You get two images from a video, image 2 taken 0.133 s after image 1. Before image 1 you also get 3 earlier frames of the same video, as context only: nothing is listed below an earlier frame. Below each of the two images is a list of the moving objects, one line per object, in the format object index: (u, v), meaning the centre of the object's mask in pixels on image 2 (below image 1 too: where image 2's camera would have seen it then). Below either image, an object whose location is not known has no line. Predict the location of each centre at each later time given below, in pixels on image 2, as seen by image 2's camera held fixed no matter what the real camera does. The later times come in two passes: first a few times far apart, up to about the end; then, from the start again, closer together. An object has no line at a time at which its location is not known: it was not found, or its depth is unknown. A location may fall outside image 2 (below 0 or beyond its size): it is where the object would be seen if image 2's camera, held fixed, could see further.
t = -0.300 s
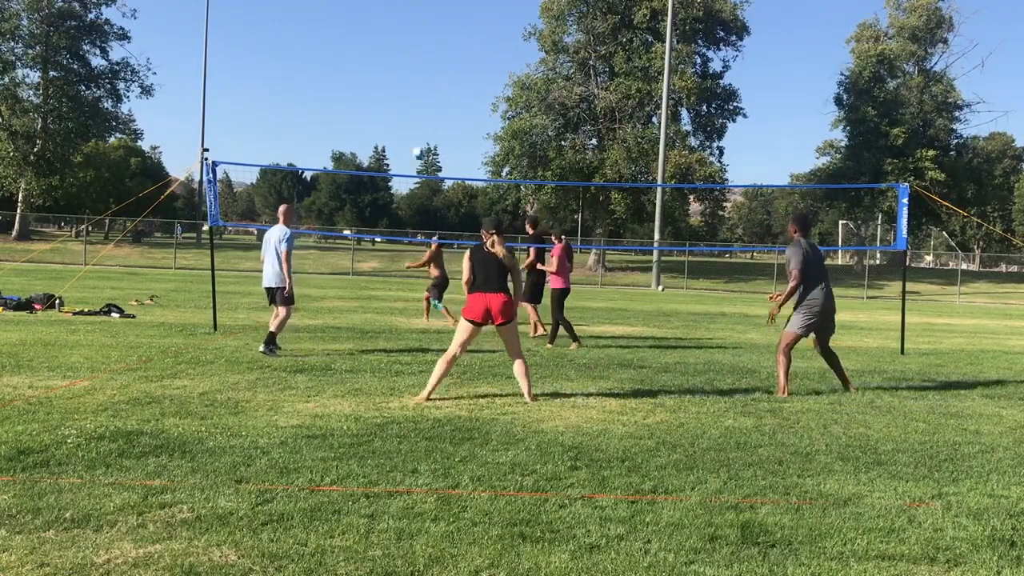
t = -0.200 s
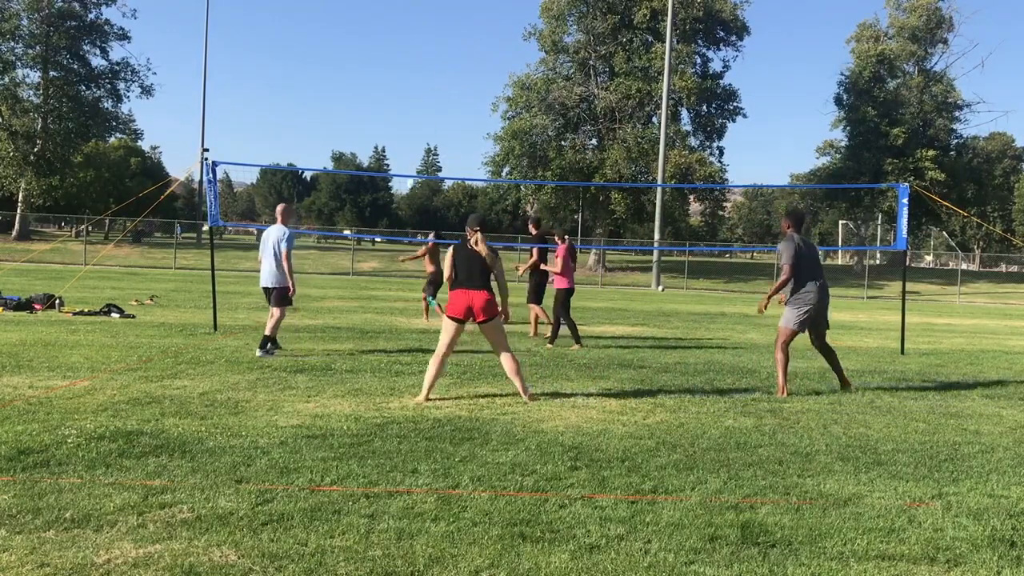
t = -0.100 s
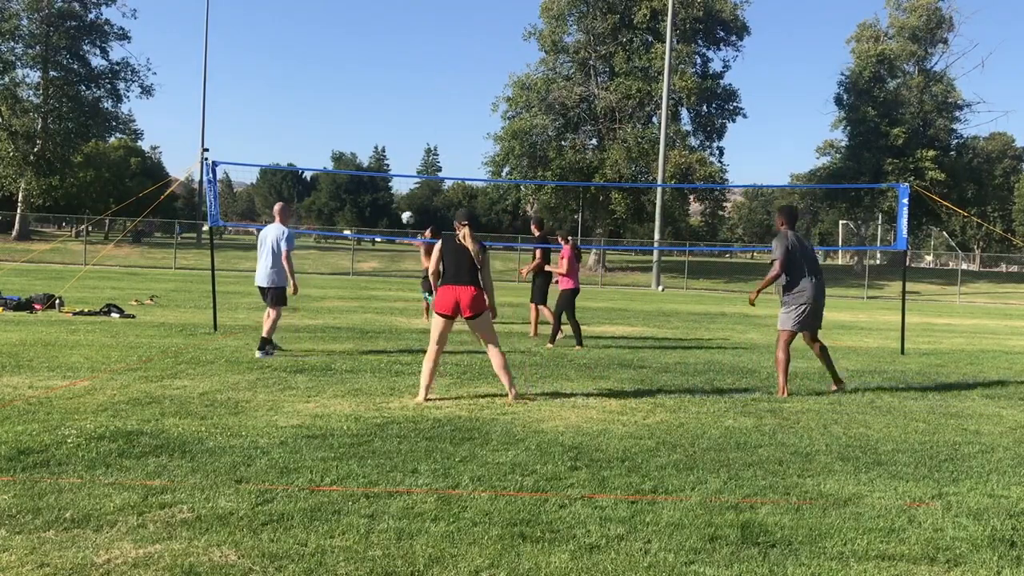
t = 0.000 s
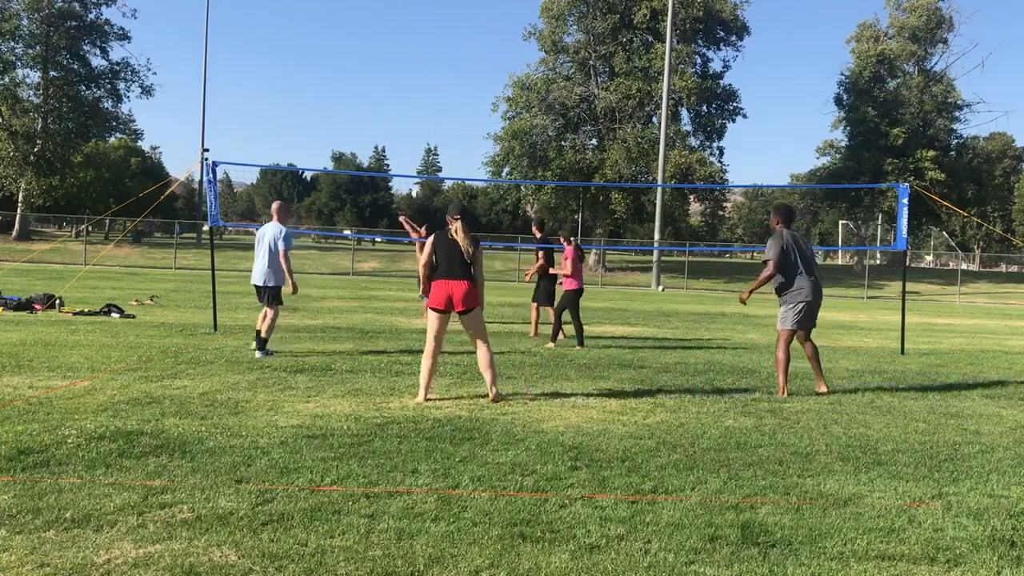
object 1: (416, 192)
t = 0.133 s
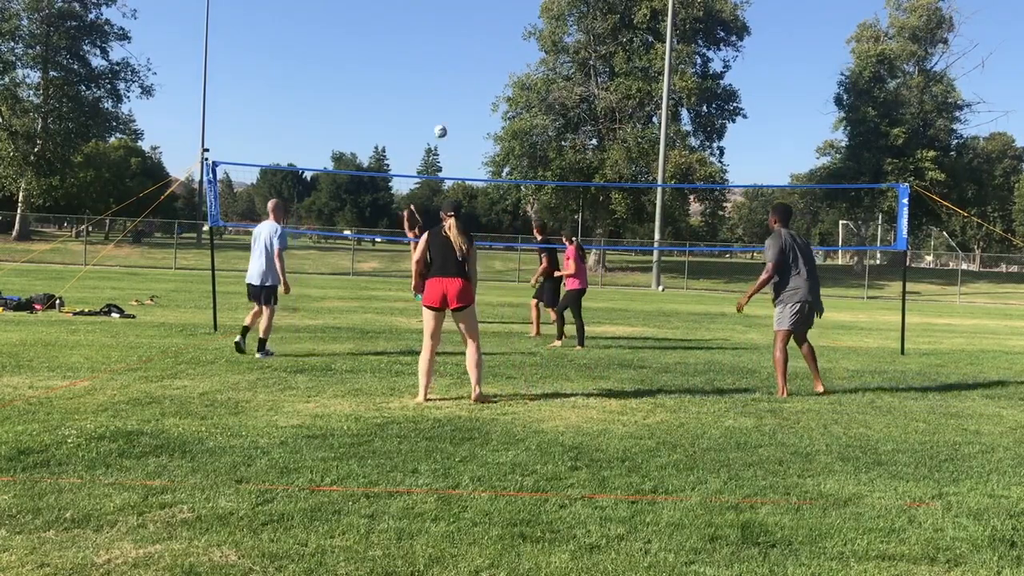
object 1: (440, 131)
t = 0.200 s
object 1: (451, 104)
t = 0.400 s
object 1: (484, 40)
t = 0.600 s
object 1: (516, 3)
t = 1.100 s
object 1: (589, 2)
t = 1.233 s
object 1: (607, 24)
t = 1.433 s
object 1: (633, 80)
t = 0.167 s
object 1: (445, 117)
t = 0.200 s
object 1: (451, 104)
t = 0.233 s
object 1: (457, 92)
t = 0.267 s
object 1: (462, 80)
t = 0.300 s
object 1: (468, 69)
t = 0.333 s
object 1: (473, 59)
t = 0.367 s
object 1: (479, 49)
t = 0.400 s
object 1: (484, 40)
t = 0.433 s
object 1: (489, 32)
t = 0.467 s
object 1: (495, 24)
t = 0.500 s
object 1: (500, 17)
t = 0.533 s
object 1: (505, 10)
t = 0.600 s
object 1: (516, 3)
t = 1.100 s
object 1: (589, 2)
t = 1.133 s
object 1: (594, 5)
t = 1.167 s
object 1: (599, 10)
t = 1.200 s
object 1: (604, 17)
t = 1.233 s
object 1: (607, 24)
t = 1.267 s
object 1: (611, 31)
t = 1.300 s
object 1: (616, 40)
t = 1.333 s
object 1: (620, 48)
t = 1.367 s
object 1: (624, 58)
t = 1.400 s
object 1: (629, 69)
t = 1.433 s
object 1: (633, 80)
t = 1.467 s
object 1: (636, 90)
